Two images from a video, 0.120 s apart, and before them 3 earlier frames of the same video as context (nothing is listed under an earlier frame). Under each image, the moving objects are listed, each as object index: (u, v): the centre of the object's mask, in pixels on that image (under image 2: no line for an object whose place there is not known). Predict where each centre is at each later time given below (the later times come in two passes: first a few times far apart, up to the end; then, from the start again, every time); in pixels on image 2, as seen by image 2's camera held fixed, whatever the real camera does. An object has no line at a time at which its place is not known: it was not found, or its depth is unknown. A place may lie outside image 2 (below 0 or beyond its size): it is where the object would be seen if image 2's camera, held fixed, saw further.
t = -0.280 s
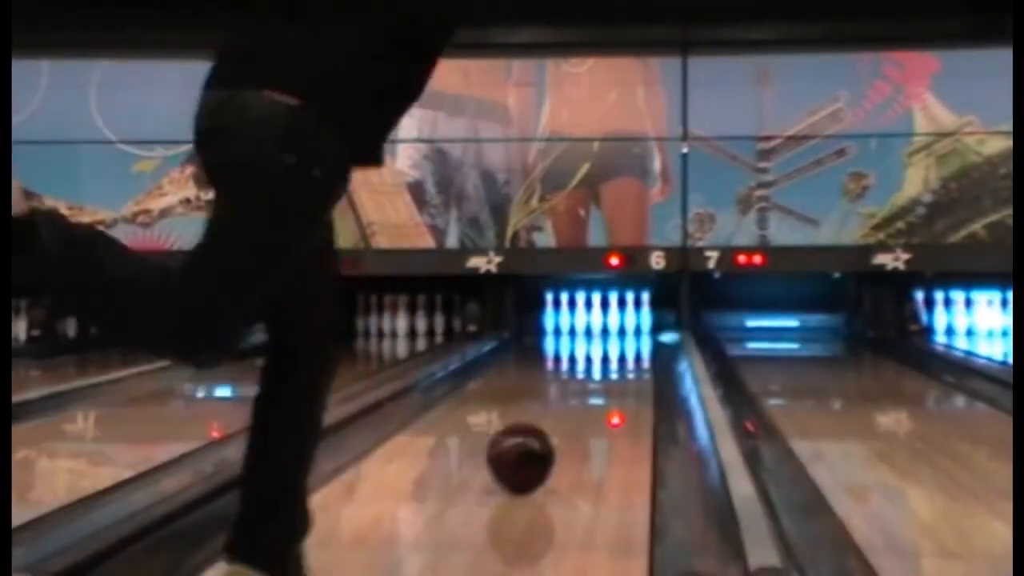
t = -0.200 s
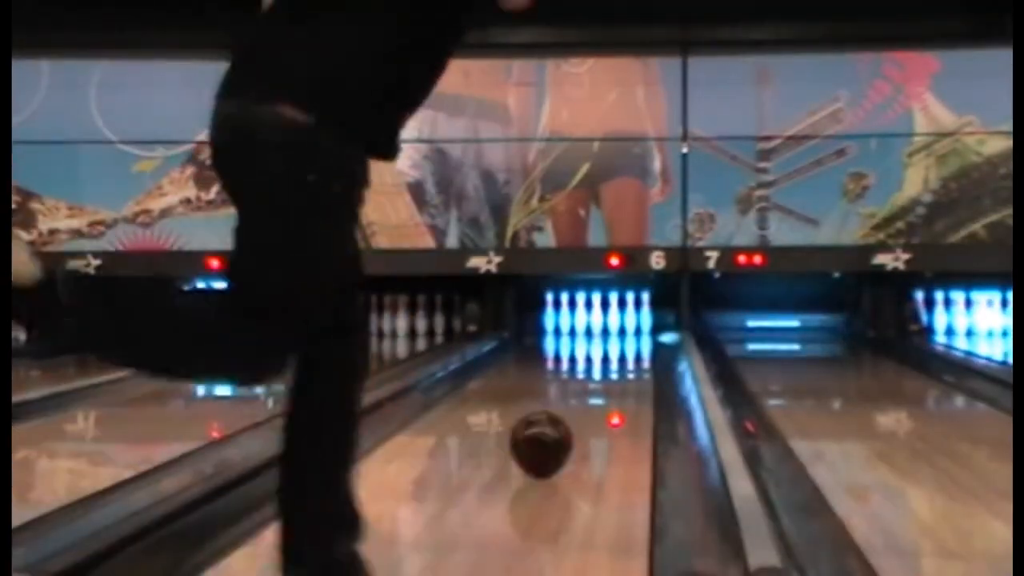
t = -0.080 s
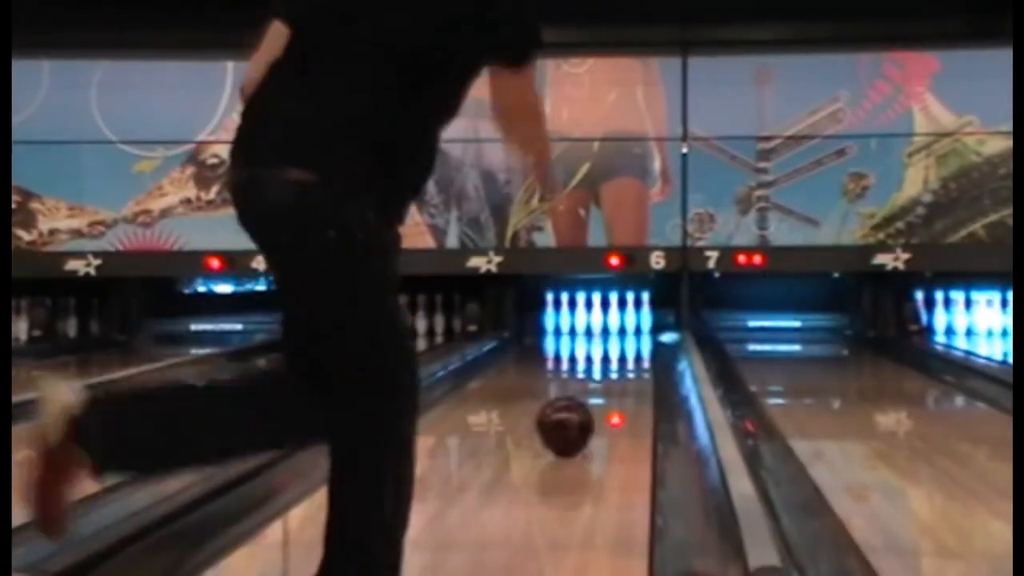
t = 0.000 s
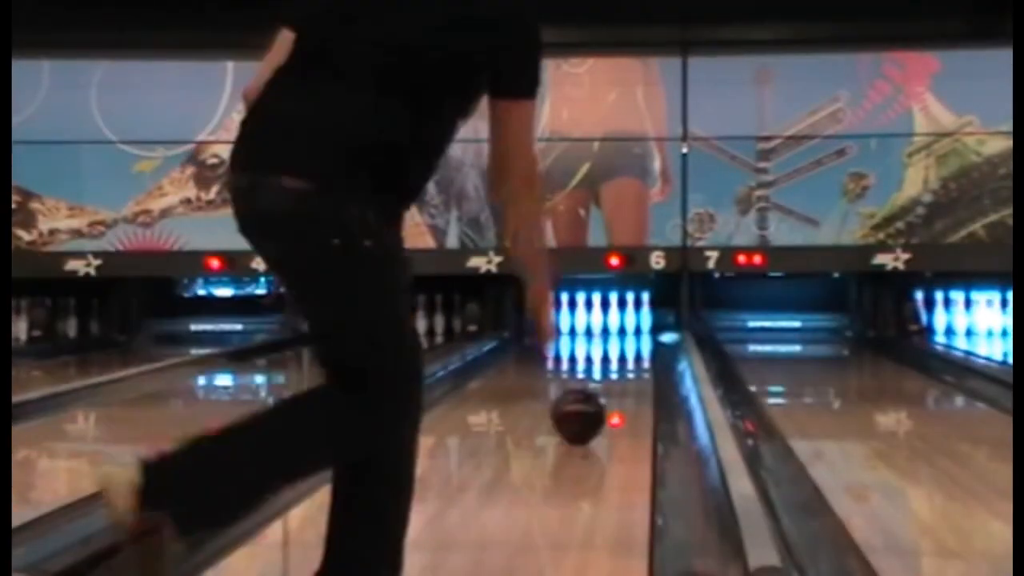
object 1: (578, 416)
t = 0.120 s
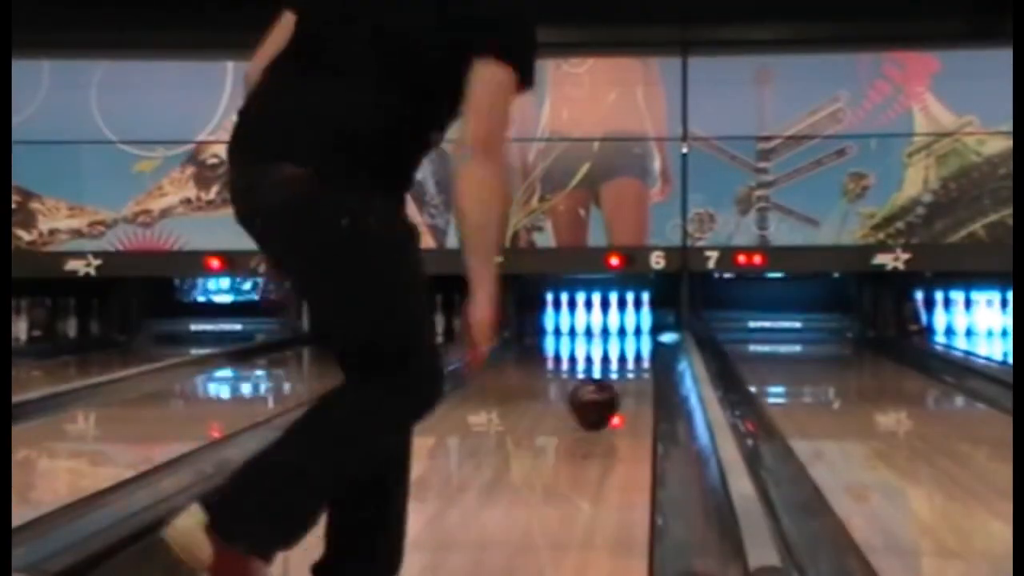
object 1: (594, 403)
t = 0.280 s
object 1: (609, 388)
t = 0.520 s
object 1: (624, 371)
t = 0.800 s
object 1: (634, 357)
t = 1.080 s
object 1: (635, 346)
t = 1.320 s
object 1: (631, 338)
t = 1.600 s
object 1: (624, 330)
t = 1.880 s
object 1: (610, 324)
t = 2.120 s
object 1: (605, 322)
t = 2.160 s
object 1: (607, 322)
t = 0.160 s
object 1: (598, 399)
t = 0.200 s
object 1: (602, 395)
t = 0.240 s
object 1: (606, 392)
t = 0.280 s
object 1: (609, 388)
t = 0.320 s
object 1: (613, 386)
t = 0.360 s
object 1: (616, 382)
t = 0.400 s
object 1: (619, 379)
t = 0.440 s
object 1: (621, 377)
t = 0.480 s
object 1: (622, 375)
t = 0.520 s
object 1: (624, 371)
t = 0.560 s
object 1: (626, 370)
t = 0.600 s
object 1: (628, 367)
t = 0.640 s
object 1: (630, 365)
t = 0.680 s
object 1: (632, 362)
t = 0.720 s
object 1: (632, 360)
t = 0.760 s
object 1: (633, 358)
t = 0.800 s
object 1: (634, 357)
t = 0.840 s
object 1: (635, 355)
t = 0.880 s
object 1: (634, 354)
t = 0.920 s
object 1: (635, 352)
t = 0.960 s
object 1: (636, 350)
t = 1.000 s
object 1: (636, 348)
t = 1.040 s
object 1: (635, 347)
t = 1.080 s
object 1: (635, 346)
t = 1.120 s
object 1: (635, 344)
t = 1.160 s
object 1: (635, 343)
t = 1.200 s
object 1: (635, 341)
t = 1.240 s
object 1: (634, 339)
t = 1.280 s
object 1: (633, 339)
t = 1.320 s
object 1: (631, 338)
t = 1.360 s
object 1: (631, 336)
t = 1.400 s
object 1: (630, 335)
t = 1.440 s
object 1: (629, 334)
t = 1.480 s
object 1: (628, 333)
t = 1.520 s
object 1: (627, 332)
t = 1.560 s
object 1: (626, 331)
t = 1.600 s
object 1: (624, 330)
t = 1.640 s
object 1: (620, 329)
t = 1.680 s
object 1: (618, 328)
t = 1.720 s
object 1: (616, 327)
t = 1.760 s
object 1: (615, 327)
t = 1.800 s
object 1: (613, 326)
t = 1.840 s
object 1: (612, 325)
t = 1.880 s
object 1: (610, 324)
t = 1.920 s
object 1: (607, 324)
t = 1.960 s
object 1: (605, 324)
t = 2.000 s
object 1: (607, 323)
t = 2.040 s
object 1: (606, 323)
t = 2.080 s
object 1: (606, 323)
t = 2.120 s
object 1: (605, 322)
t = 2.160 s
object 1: (607, 322)
